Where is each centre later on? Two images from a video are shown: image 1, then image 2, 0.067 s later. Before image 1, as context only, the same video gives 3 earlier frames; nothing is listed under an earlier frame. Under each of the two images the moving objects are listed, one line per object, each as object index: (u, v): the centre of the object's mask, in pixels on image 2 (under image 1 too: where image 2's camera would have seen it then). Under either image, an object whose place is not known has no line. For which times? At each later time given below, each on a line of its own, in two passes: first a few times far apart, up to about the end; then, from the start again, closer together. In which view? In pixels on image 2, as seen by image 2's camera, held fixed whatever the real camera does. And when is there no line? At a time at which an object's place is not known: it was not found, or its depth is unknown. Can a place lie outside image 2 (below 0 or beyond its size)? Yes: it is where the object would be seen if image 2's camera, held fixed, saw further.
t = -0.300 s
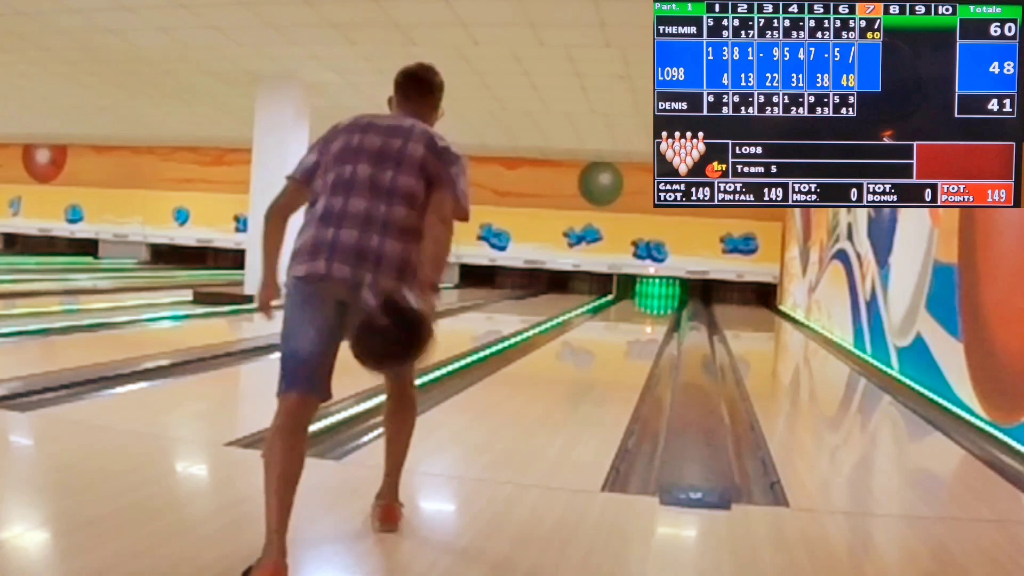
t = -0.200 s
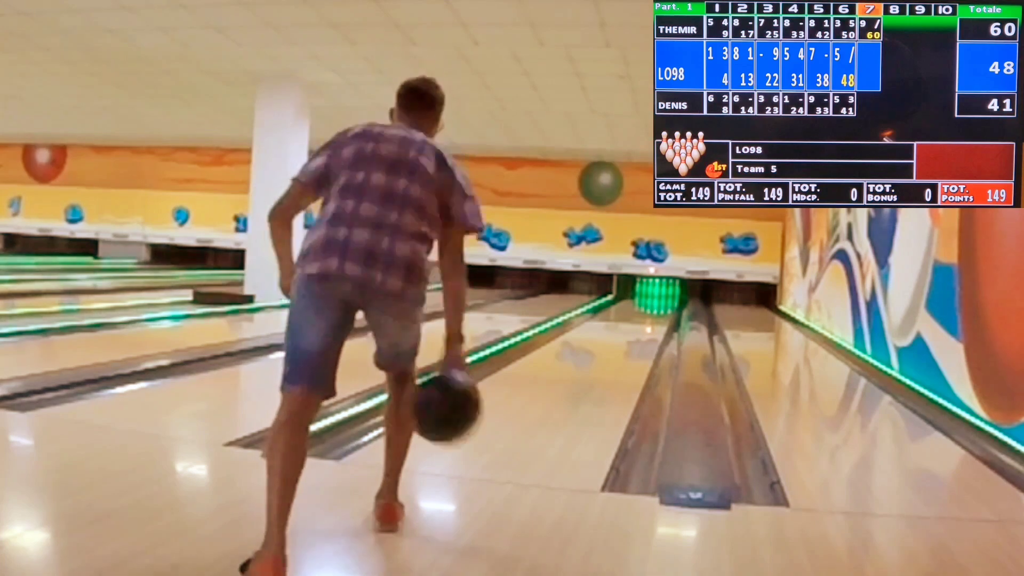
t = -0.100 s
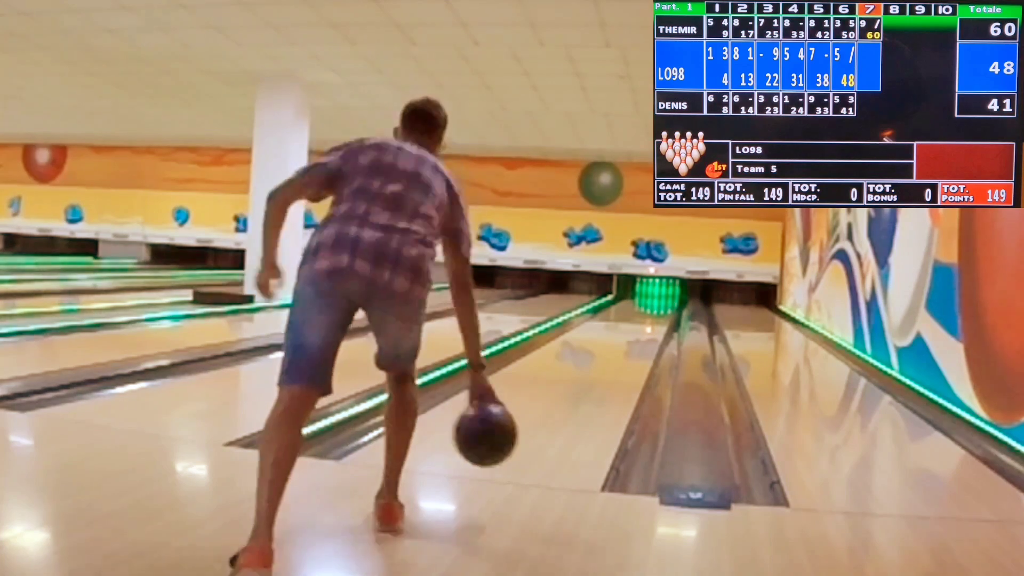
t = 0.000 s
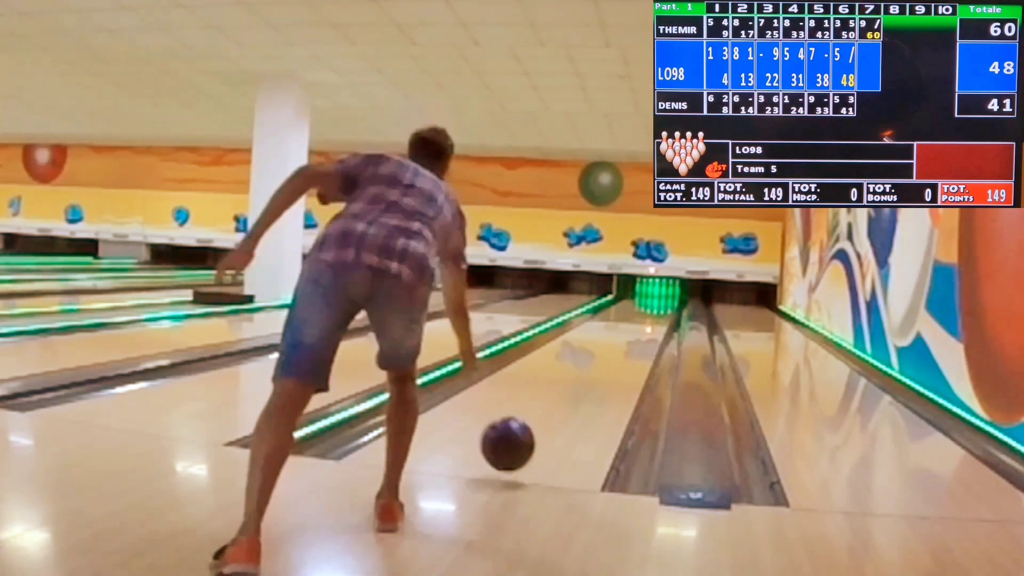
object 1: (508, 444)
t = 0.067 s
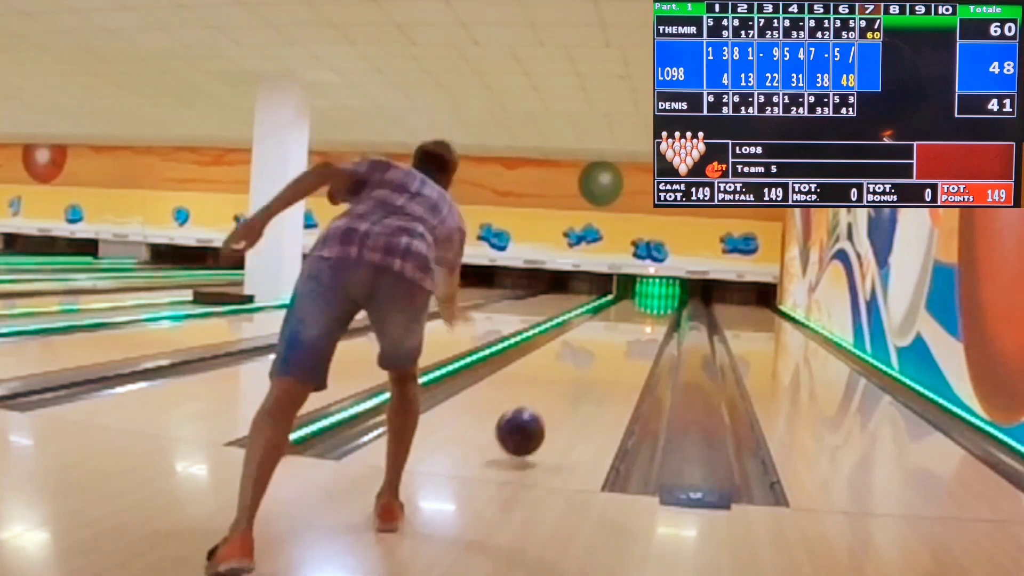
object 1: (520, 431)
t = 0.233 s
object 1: (543, 406)
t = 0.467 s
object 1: (565, 378)
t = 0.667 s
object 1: (577, 360)
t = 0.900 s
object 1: (588, 346)
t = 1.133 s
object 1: (595, 335)
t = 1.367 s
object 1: (602, 327)
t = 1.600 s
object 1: (606, 320)
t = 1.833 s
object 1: (610, 315)
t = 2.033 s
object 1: (613, 312)
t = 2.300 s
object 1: (616, 308)
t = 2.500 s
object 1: (618, 304)
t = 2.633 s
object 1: (618, 303)
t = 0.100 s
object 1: (526, 423)
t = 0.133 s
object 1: (531, 416)
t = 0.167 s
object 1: (535, 413)
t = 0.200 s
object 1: (539, 412)
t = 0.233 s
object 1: (543, 406)
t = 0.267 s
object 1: (547, 401)
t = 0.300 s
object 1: (551, 397)
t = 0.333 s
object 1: (554, 393)
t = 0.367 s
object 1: (557, 389)
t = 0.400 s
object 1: (560, 385)
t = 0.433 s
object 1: (563, 381)
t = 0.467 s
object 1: (565, 378)
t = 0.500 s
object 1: (567, 374)
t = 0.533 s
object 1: (570, 371)
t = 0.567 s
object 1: (572, 368)
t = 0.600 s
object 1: (573, 365)
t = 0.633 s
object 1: (576, 363)
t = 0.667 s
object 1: (577, 360)
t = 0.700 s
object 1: (579, 358)
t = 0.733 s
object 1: (581, 355)
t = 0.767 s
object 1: (582, 353)
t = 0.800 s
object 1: (584, 351)
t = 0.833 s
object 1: (585, 350)
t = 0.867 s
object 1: (586, 348)
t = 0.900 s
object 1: (588, 346)
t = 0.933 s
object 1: (589, 344)
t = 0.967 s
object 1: (590, 342)
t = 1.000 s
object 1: (591, 341)
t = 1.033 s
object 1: (593, 339)
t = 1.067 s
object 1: (593, 338)
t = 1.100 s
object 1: (595, 336)
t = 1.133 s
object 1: (595, 335)
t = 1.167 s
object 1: (596, 334)
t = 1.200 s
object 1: (597, 332)
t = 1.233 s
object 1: (598, 331)
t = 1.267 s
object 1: (599, 330)
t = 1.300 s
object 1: (600, 329)
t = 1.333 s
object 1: (601, 328)
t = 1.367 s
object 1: (602, 327)
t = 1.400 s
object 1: (602, 325)
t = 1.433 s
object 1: (603, 325)
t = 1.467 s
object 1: (604, 324)
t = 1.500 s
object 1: (605, 323)
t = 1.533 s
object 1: (605, 322)
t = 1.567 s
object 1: (606, 321)
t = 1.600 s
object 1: (606, 320)
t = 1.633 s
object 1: (607, 320)
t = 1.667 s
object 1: (608, 319)
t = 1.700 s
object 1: (608, 318)
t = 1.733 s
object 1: (609, 317)
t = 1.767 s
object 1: (609, 317)
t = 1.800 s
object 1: (610, 316)
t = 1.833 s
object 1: (610, 315)
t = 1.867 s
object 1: (611, 315)
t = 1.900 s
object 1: (611, 314)
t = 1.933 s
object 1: (612, 314)
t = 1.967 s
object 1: (612, 313)
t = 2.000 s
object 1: (612, 313)
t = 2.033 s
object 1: (613, 312)
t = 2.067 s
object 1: (613, 311)
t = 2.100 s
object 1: (613, 311)
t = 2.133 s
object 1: (614, 310)
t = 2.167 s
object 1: (615, 310)
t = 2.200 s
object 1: (615, 309)
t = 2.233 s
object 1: (615, 309)
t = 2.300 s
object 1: (616, 308)
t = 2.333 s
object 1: (616, 307)
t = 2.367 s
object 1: (616, 307)
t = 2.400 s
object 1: (617, 306)
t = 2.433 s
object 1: (617, 305)
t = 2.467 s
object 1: (617, 304)
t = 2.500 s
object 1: (618, 304)
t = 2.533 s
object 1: (618, 304)
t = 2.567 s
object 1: (618, 304)
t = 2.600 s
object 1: (618, 303)
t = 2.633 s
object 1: (618, 303)
